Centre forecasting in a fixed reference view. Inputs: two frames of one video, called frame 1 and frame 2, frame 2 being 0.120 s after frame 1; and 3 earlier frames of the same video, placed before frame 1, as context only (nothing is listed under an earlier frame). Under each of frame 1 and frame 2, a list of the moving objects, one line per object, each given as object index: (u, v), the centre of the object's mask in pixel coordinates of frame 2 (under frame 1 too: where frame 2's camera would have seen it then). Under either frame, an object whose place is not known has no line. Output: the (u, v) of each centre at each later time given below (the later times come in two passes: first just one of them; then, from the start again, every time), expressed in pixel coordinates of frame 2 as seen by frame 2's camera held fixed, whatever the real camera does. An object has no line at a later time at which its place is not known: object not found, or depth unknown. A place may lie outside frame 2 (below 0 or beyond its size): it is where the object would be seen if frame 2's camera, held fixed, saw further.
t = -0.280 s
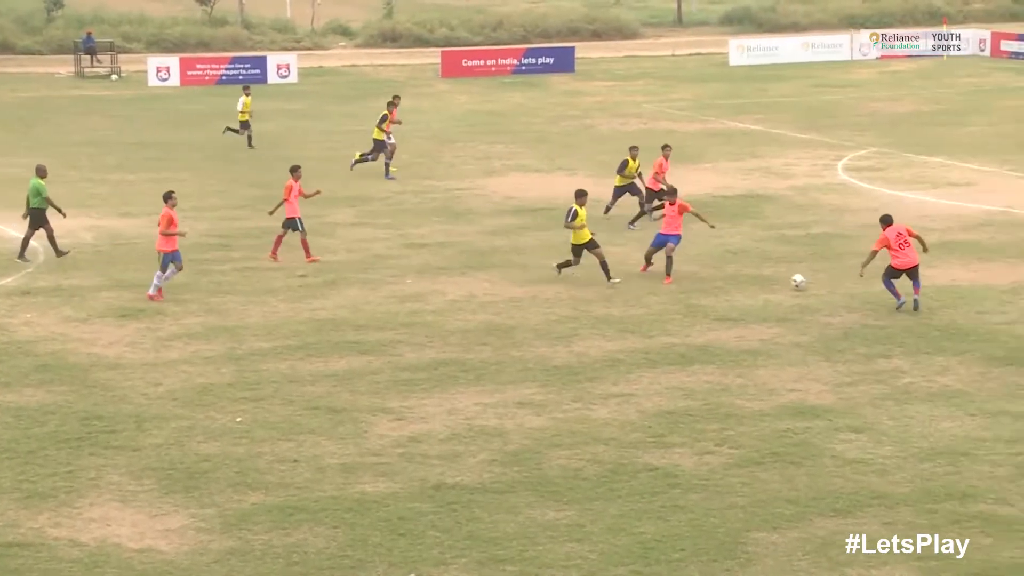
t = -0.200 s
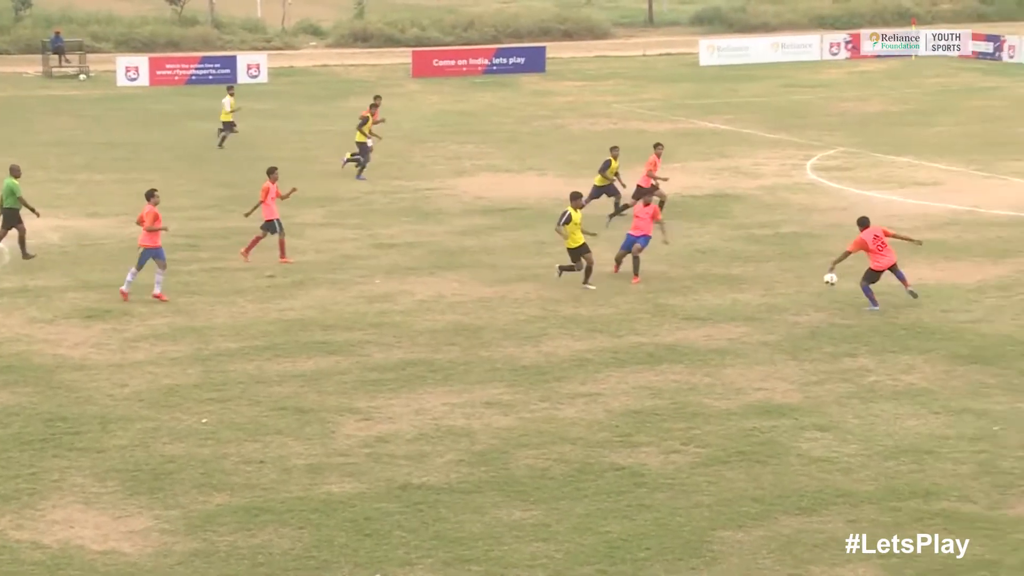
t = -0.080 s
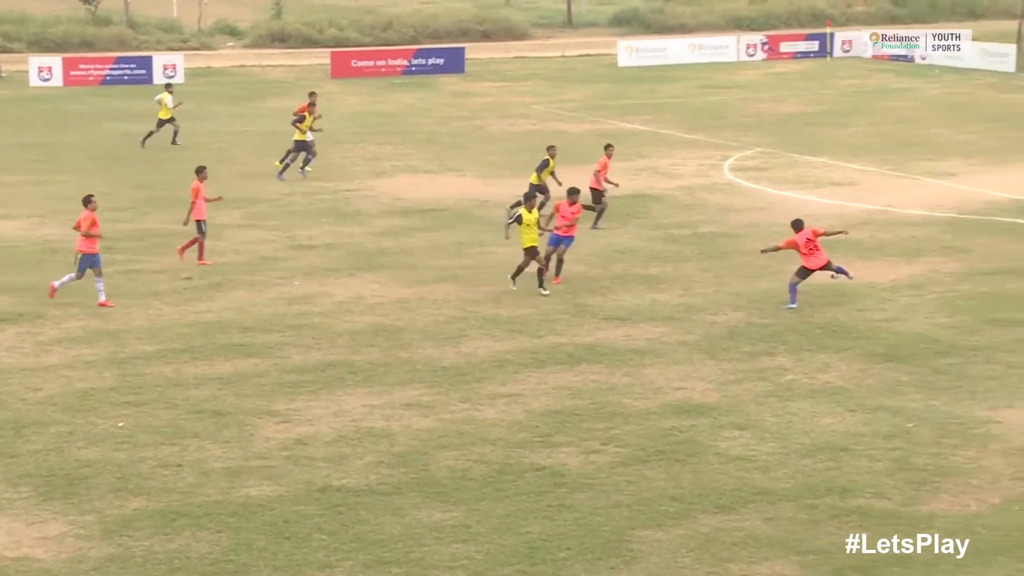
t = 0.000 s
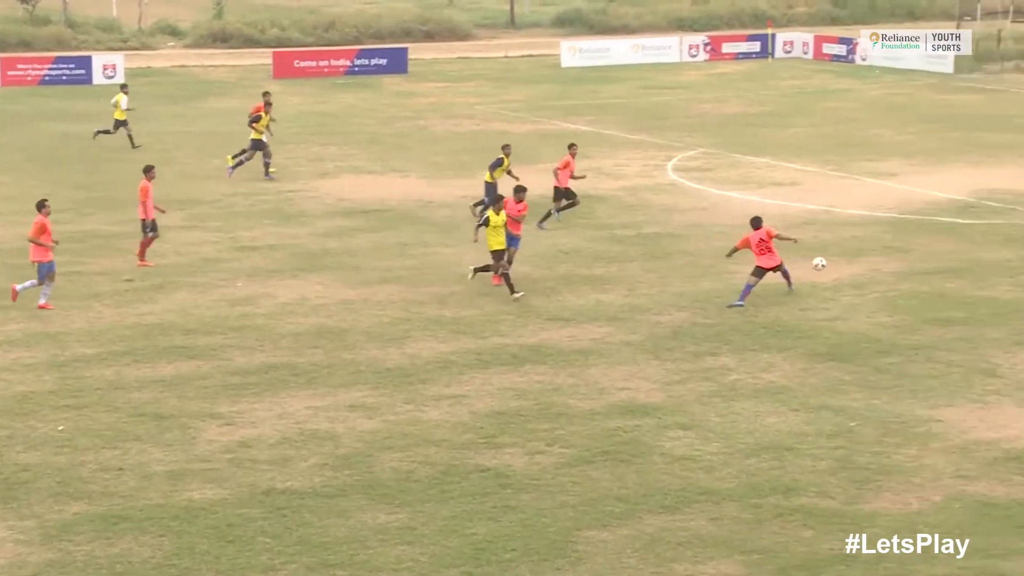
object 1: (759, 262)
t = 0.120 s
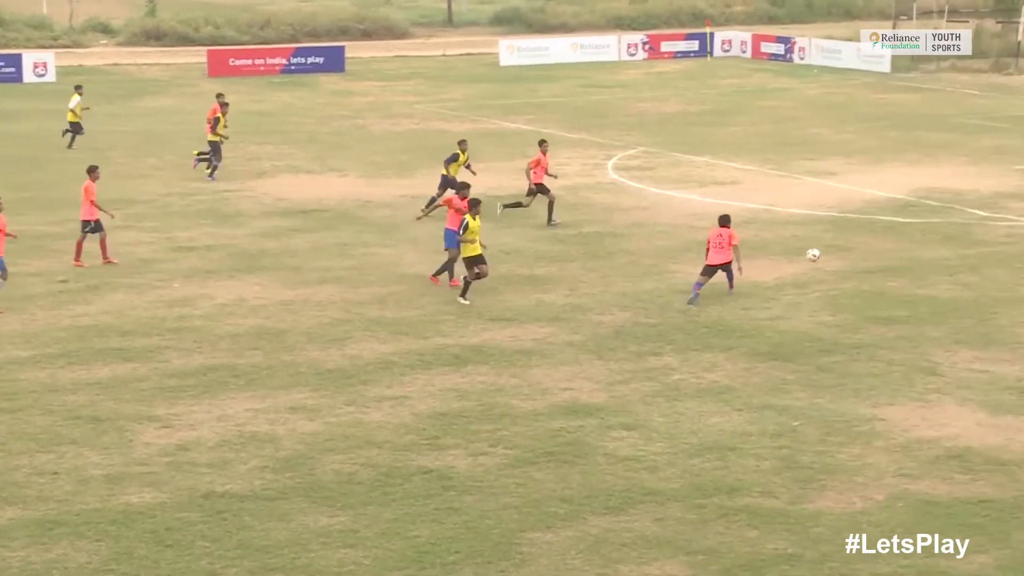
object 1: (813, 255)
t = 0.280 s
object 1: (882, 259)
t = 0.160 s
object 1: (831, 255)
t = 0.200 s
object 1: (848, 255)
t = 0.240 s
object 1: (865, 257)
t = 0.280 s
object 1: (882, 259)
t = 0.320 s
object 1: (898, 261)
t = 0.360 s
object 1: (915, 265)
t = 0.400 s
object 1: (934, 260)
